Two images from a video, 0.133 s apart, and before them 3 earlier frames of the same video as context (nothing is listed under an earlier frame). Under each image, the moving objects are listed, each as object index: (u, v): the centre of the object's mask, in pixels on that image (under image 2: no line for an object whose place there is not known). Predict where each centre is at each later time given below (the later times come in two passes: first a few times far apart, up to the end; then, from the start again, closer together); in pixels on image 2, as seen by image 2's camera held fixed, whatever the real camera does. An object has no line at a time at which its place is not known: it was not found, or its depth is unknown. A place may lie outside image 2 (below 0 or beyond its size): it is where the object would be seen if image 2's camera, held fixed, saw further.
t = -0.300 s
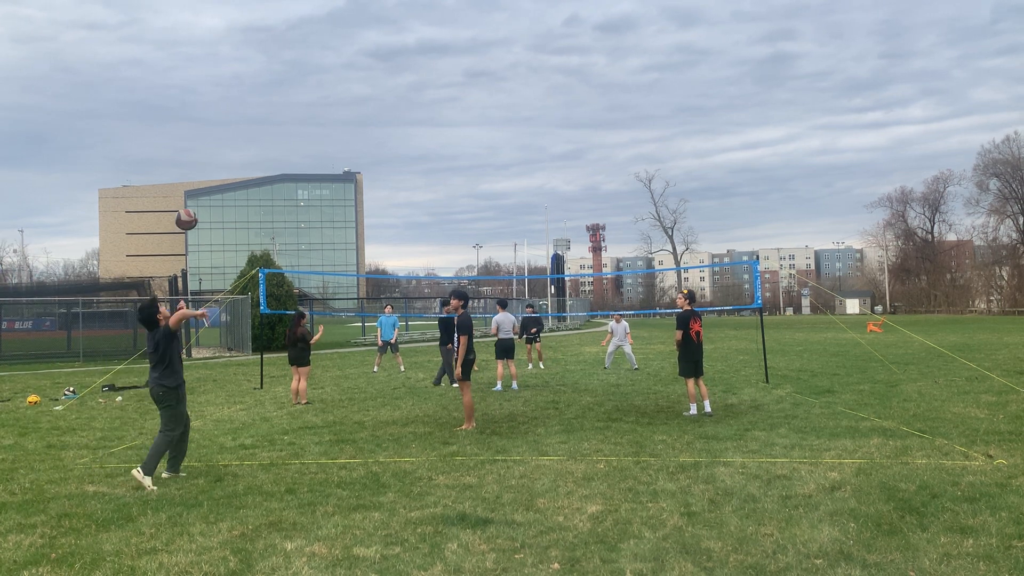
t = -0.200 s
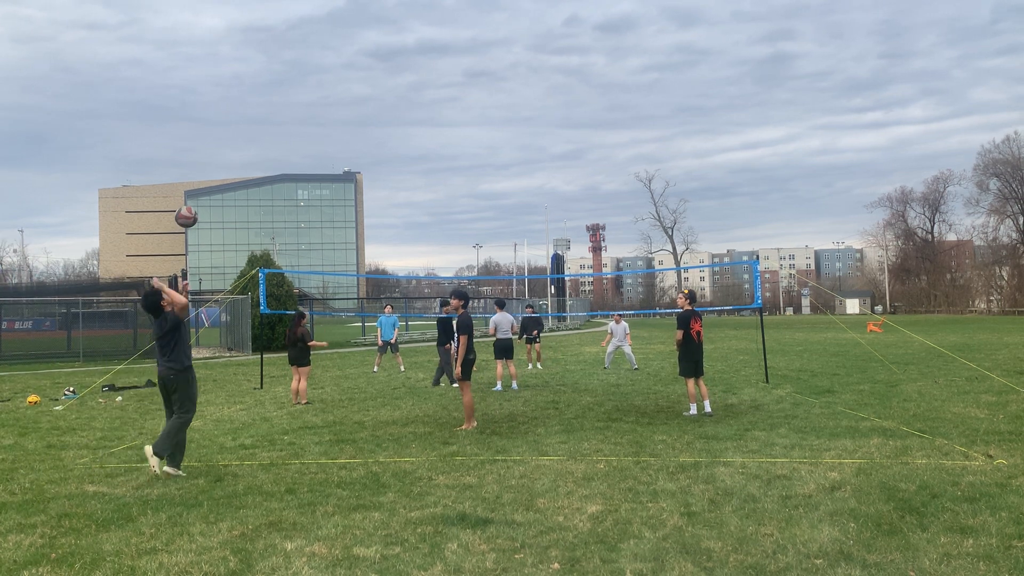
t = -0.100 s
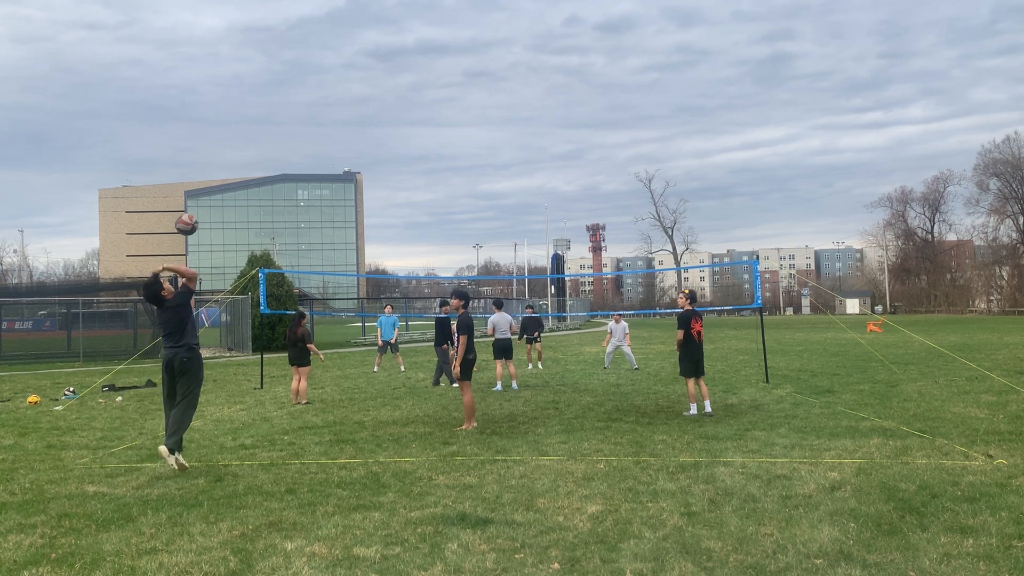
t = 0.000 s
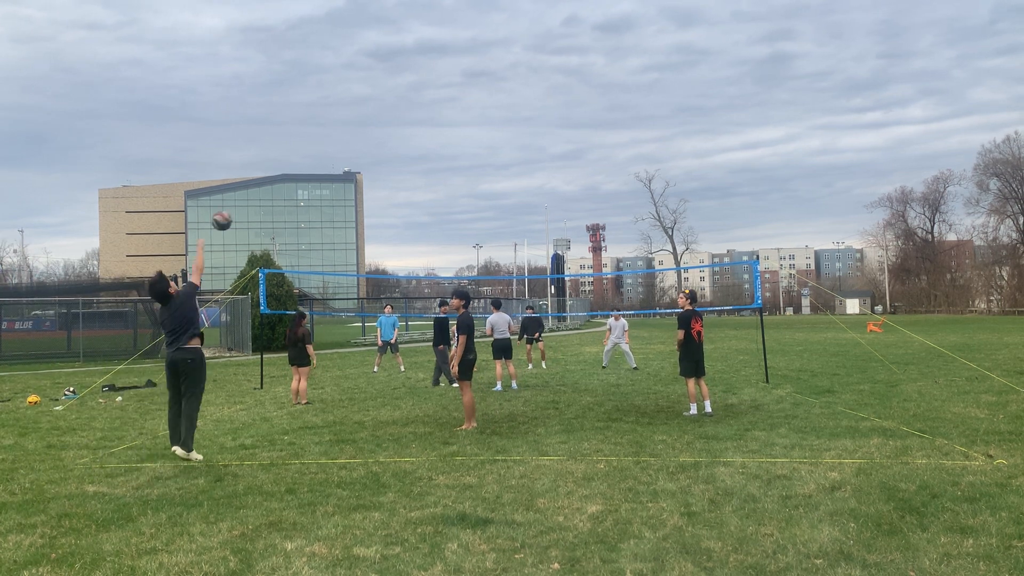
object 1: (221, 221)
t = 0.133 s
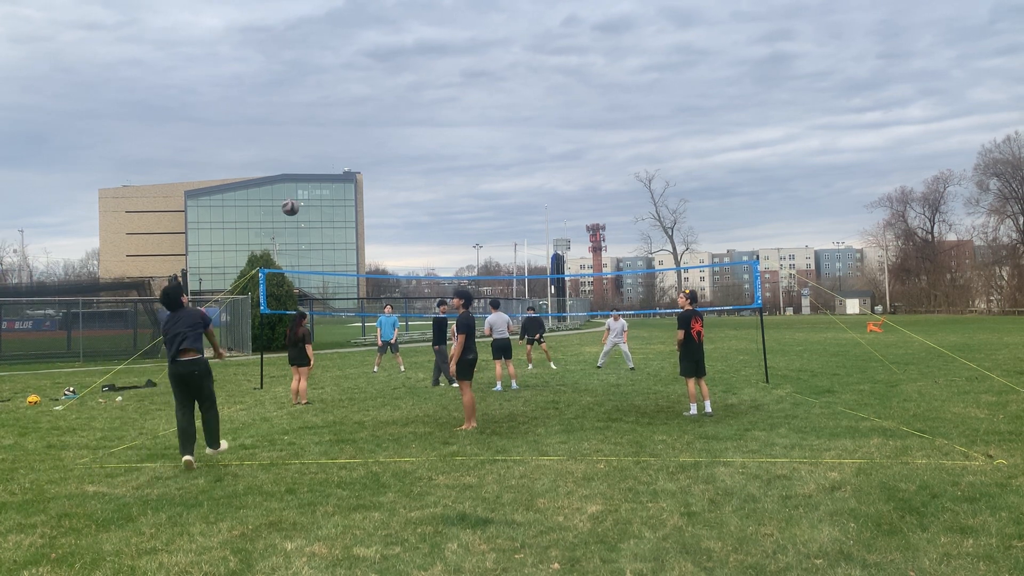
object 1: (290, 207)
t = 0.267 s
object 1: (340, 208)
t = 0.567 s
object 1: (414, 235)
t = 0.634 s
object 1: (426, 244)
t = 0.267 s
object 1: (340, 208)
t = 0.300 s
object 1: (350, 210)
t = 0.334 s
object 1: (361, 211)
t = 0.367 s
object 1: (370, 214)
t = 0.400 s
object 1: (378, 217)
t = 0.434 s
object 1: (386, 220)
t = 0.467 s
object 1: (394, 223)
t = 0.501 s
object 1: (401, 227)
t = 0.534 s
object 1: (408, 231)
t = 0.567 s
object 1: (414, 235)
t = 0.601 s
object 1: (420, 240)
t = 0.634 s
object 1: (426, 244)
